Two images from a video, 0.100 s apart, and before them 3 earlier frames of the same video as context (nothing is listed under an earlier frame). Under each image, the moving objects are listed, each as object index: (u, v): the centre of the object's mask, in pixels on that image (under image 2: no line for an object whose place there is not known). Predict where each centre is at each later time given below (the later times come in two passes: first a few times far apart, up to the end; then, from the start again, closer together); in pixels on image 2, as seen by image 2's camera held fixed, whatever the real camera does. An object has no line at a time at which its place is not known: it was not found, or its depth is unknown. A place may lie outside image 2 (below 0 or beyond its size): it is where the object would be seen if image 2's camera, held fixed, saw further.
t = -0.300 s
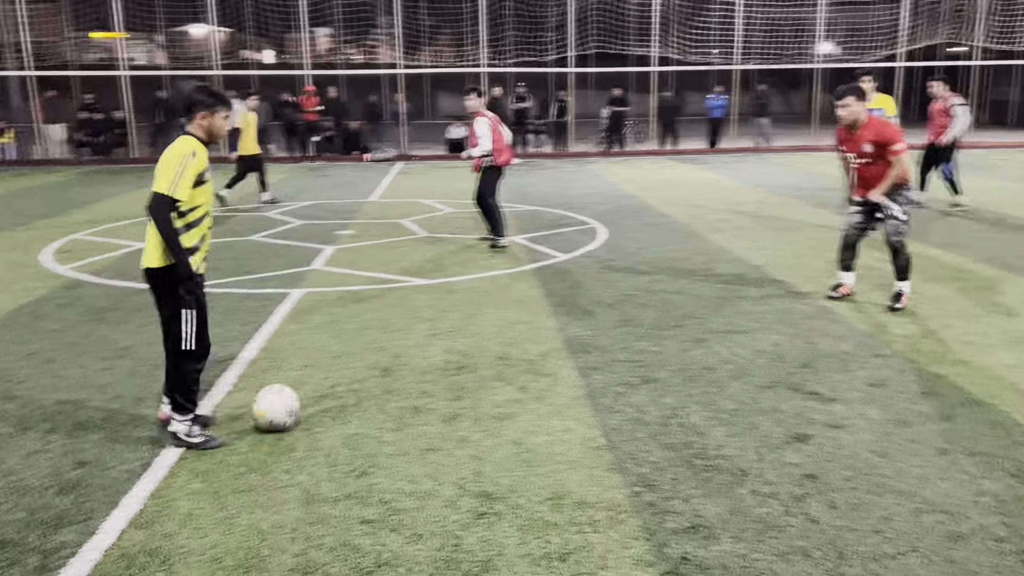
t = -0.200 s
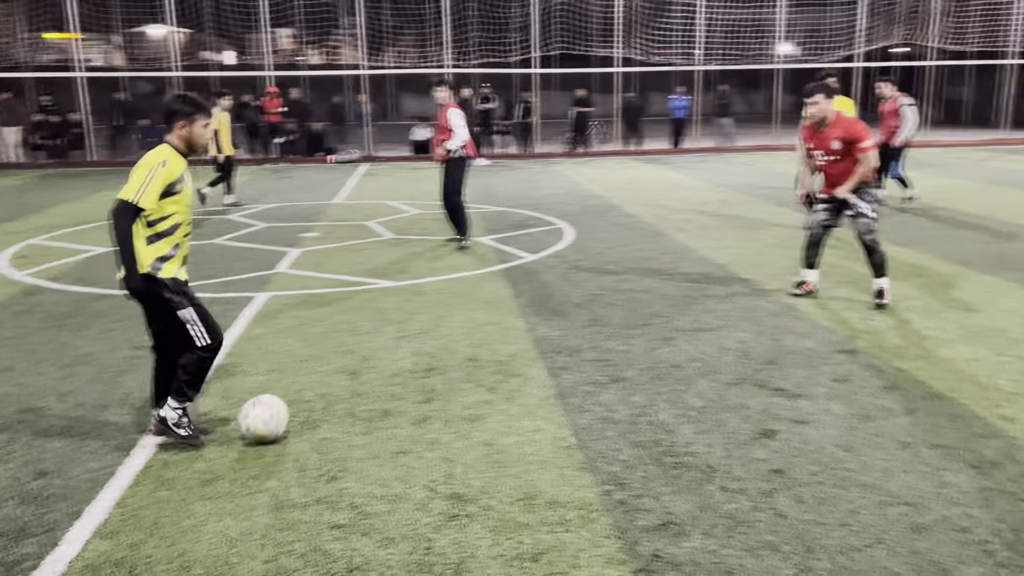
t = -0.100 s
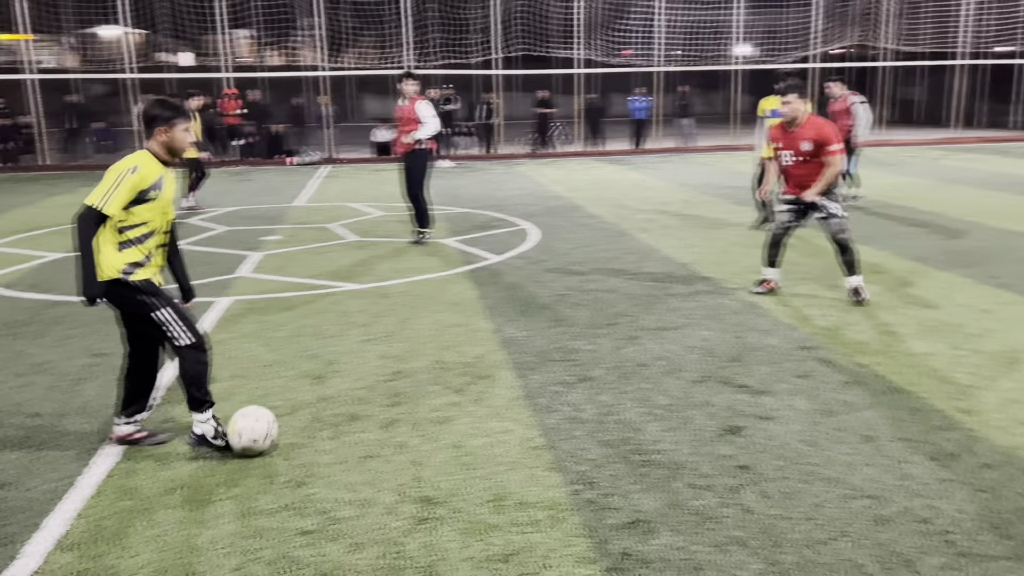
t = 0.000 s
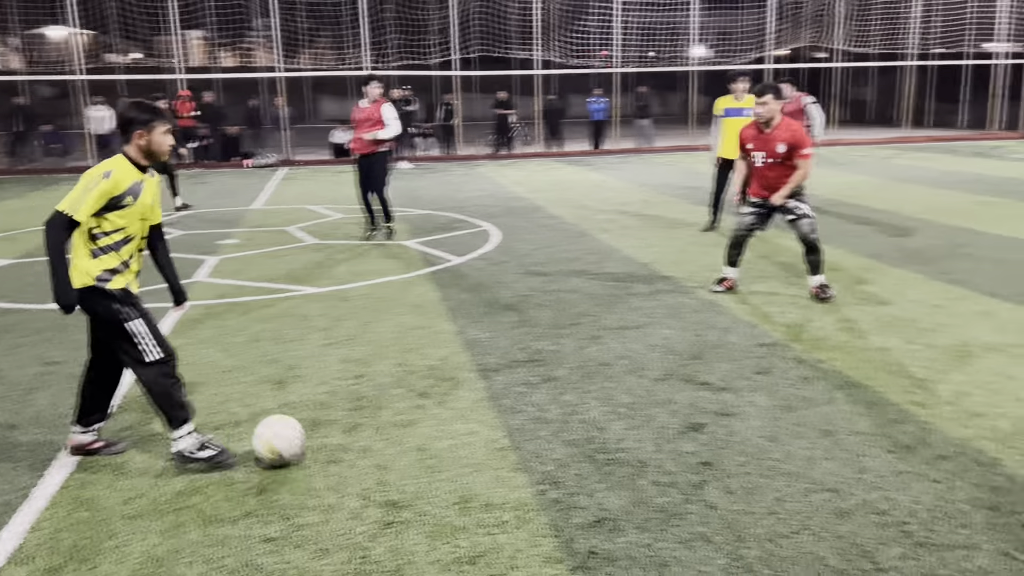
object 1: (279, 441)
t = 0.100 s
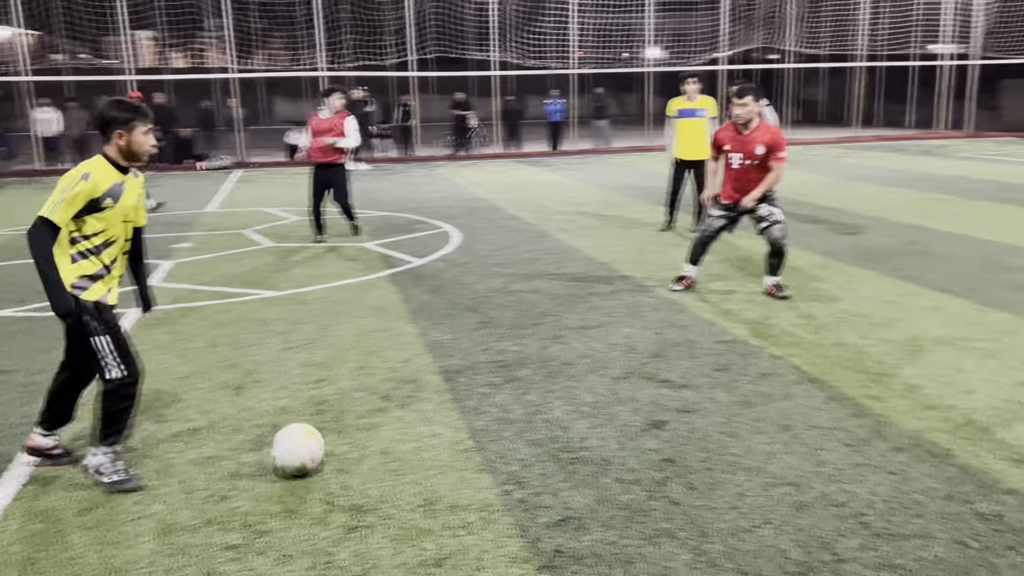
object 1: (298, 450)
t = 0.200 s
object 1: (345, 454)
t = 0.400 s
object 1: (428, 462)
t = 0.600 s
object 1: (514, 470)
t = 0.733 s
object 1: (574, 476)
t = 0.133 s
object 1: (314, 452)
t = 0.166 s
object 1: (332, 452)
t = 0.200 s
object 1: (345, 454)
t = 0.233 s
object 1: (359, 455)
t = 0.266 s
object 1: (374, 456)
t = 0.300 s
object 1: (386, 456)
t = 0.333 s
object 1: (401, 458)
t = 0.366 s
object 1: (415, 461)
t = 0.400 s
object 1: (428, 462)
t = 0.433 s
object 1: (444, 463)
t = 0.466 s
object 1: (458, 465)
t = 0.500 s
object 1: (471, 466)
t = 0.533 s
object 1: (486, 467)
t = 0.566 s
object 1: (501, 468)
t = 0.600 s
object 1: (514, 470)
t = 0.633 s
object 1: (529, 472)
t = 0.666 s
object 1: (544, 472)
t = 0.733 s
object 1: (574, 476)
